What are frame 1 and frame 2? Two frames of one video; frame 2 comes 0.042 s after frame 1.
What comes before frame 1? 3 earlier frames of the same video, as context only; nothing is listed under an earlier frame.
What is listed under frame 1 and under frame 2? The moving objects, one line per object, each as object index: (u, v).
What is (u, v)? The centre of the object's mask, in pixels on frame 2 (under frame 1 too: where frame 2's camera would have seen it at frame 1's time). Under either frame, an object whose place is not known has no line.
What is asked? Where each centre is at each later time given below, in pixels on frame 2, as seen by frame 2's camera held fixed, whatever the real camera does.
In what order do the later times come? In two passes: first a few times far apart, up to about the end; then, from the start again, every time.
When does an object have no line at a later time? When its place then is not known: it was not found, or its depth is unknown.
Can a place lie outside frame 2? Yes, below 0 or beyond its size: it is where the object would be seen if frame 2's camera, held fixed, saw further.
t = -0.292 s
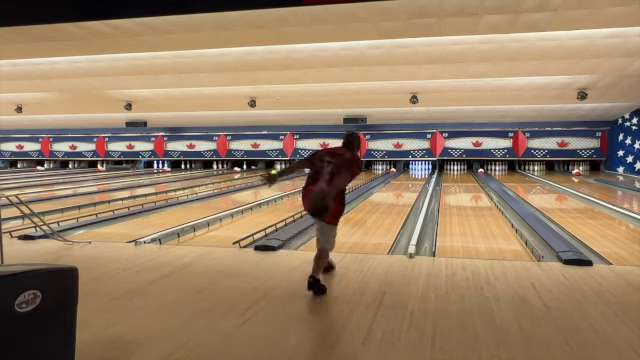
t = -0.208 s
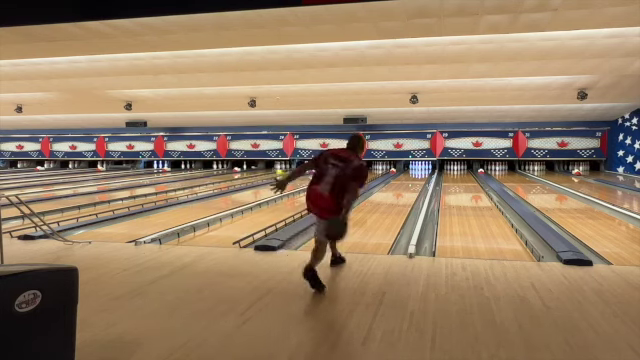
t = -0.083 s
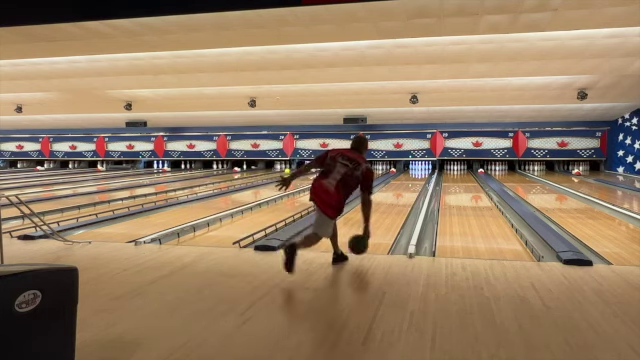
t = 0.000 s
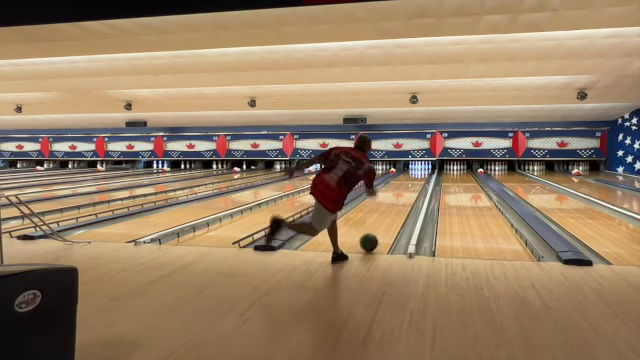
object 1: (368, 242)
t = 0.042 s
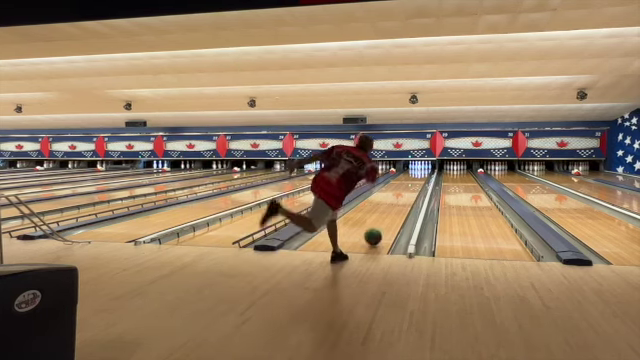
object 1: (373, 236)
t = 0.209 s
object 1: (387, 221)
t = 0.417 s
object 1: (398, 207)
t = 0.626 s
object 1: (406, 198)
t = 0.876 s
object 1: (413, 189)
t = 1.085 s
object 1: (418, 185)
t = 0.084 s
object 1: (377, 233)
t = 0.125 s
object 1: (381, 229)
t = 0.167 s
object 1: (384, 225)
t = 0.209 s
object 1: (387, 221)
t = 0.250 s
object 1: (389, 218)
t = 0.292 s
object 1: (392, 215)
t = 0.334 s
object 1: (394, 212)
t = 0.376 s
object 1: (396, 210)
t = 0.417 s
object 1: (398, 207)
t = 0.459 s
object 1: (400, 205)
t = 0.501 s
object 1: (402, 204)
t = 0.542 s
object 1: (404, 201)
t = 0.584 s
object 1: (405, 199)
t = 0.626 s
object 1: (406, 198)
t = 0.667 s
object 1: (407, 196)
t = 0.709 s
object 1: (408, 195)
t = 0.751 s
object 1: (410, 194)
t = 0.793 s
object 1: (411, 192)
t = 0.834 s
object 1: (412, 191)
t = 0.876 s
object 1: (413, 189)
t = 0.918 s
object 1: (414, 189)
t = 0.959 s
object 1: (415, 188)
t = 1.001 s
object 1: (415, 187)
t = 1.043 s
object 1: (416, 186)
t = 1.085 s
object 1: (418, 185)
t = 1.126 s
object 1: (418, 184)
